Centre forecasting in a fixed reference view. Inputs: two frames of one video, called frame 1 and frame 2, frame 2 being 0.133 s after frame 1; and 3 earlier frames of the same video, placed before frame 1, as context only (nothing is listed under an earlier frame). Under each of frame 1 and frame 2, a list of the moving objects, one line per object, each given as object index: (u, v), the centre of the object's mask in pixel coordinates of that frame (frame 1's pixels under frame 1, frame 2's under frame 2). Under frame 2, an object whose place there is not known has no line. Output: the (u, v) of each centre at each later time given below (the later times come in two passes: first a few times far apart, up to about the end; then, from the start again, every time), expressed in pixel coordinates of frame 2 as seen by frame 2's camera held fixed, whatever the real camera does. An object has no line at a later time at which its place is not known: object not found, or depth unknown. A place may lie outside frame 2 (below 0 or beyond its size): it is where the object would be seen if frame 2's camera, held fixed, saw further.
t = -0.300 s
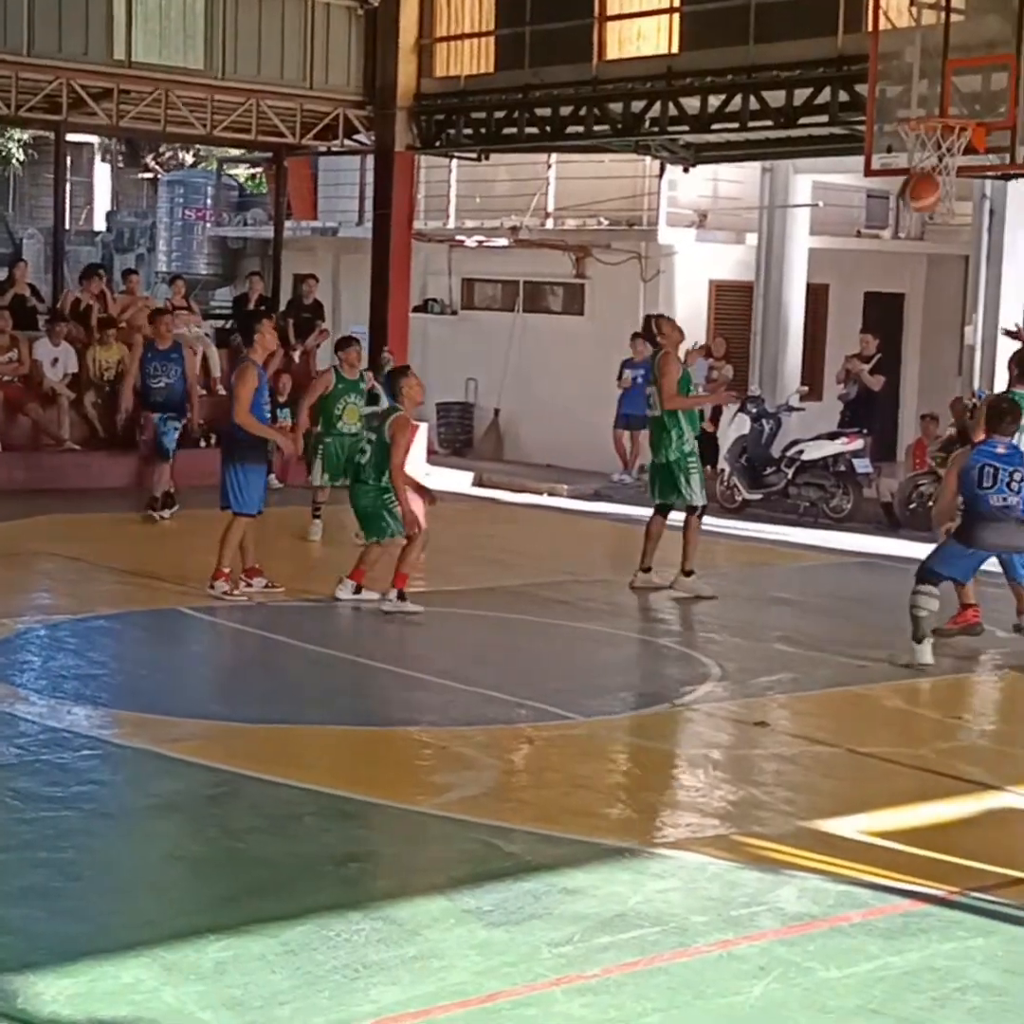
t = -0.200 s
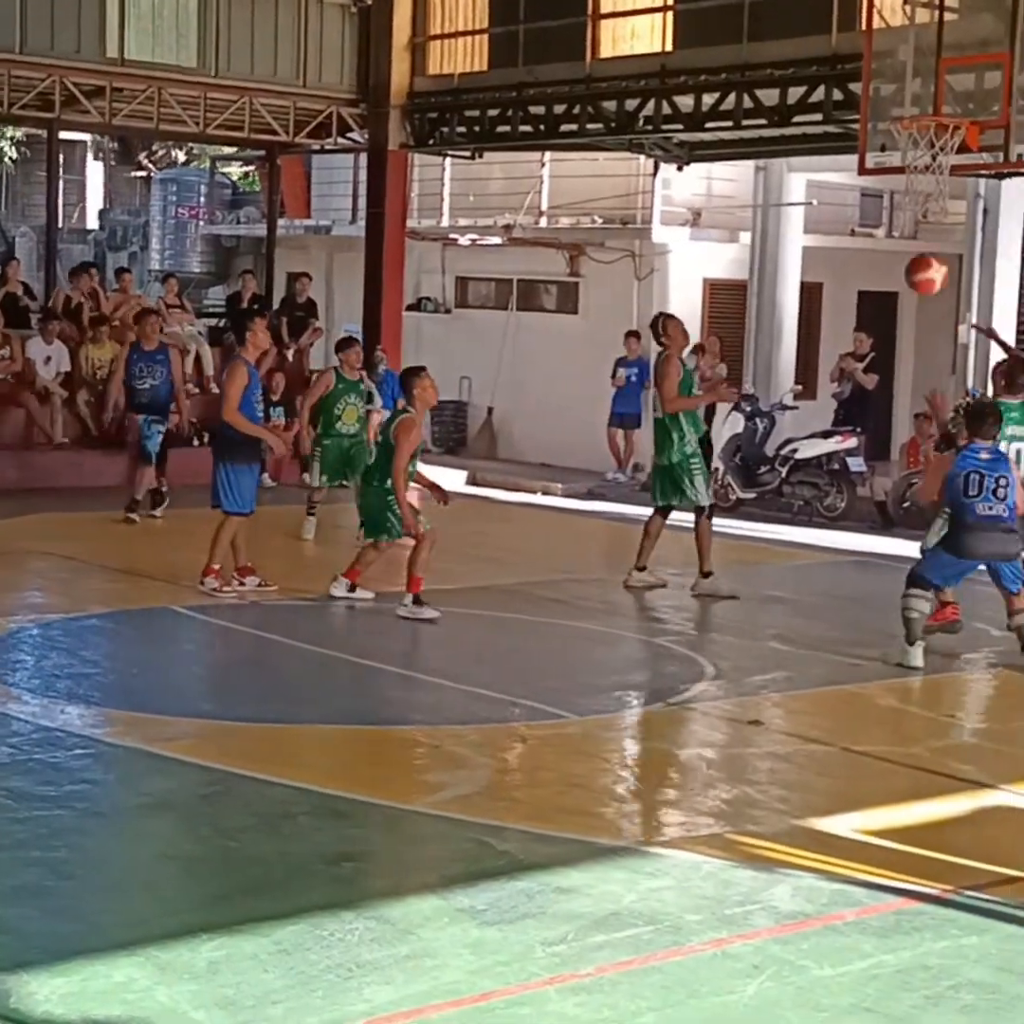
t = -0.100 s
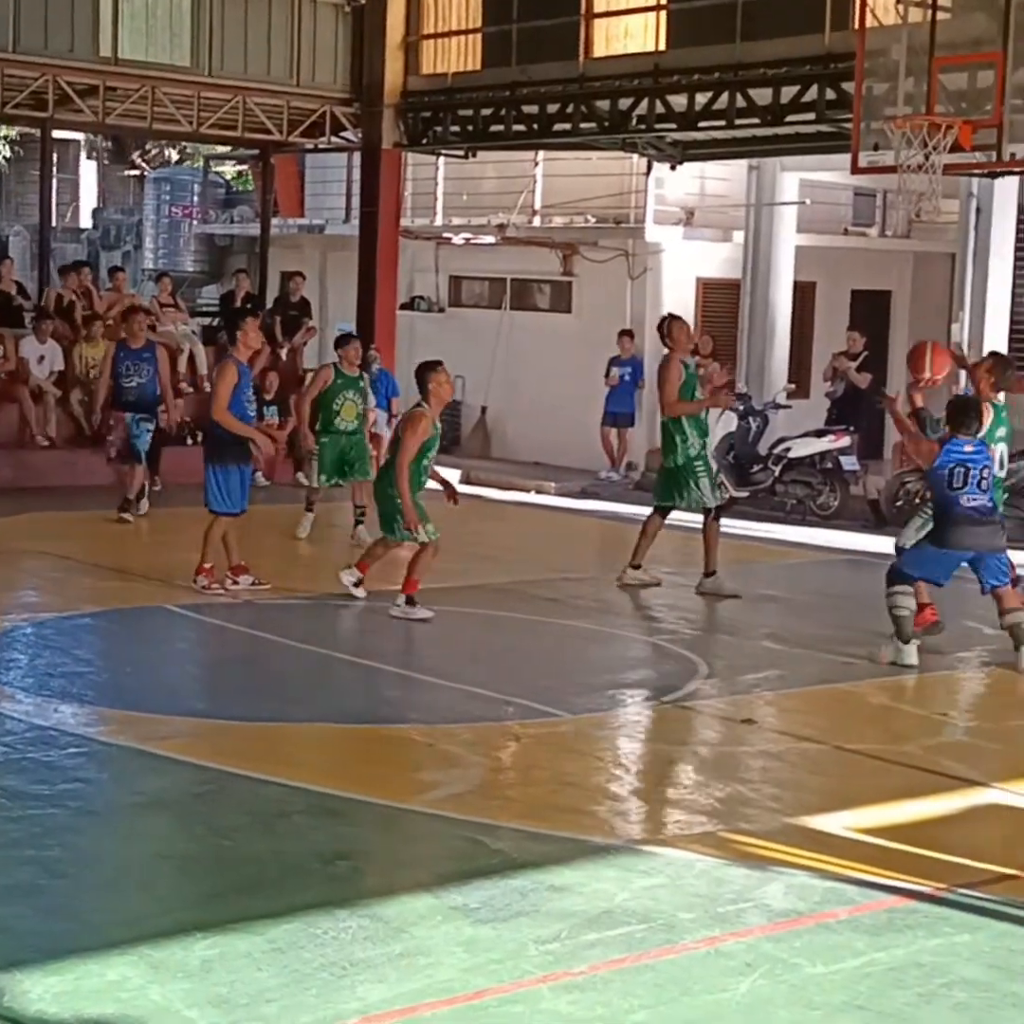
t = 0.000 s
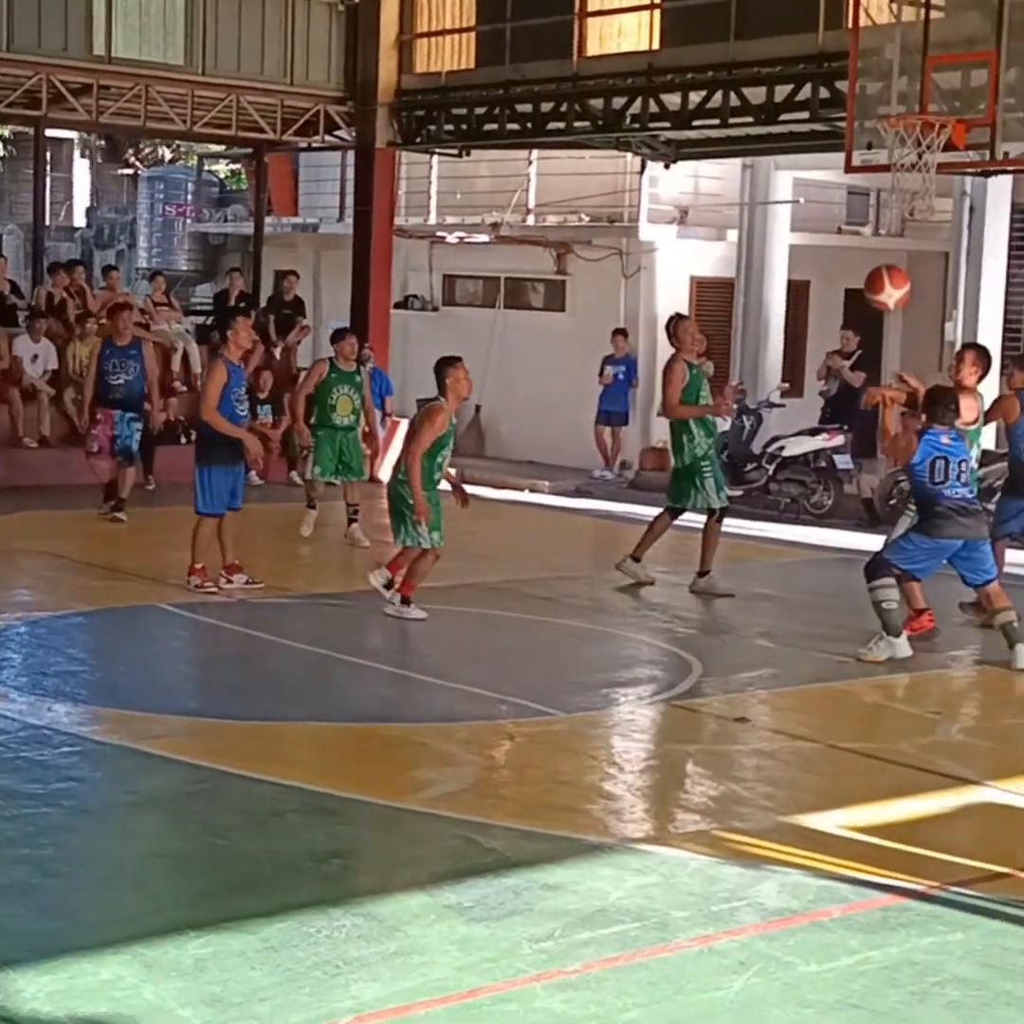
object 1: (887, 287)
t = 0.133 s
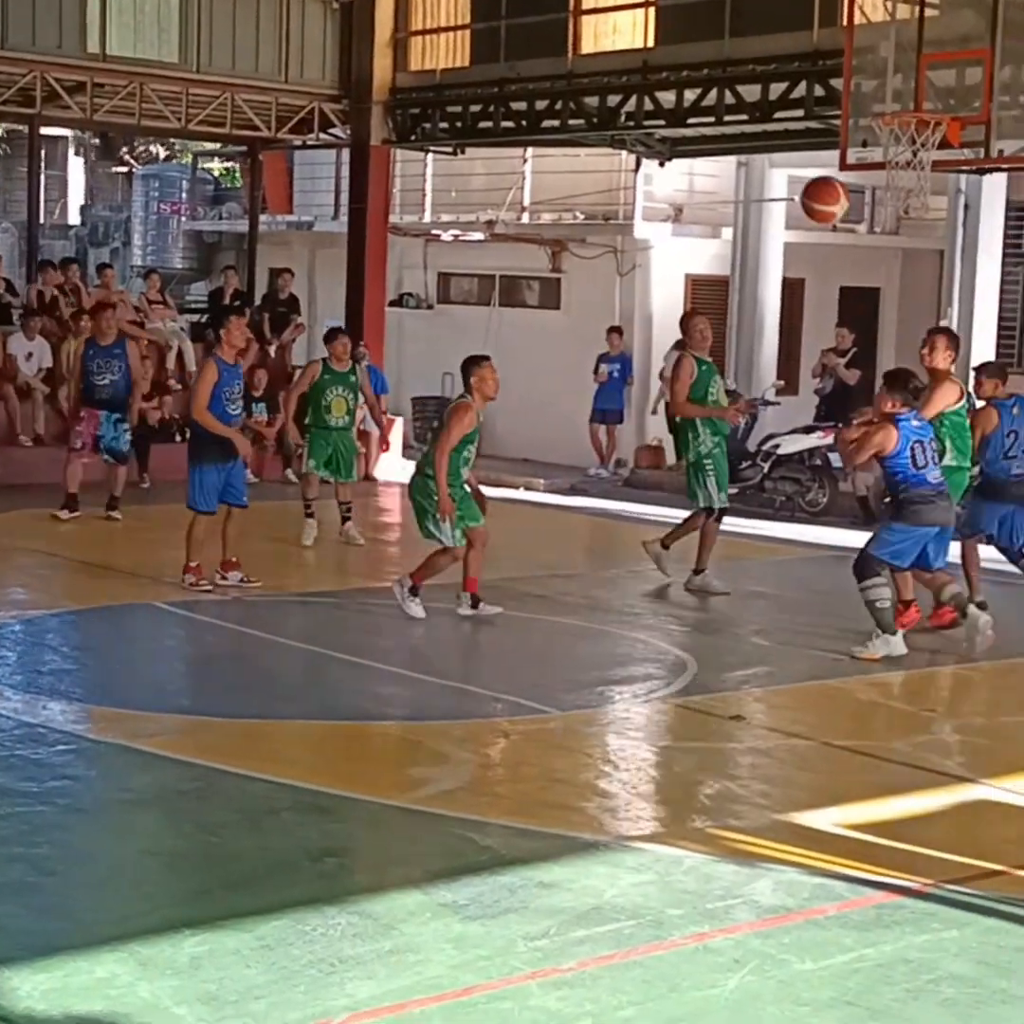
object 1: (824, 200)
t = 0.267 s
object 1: (760, 140)
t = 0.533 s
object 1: (602, 126)
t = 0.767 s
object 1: (424, 268)
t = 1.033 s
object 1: (162, 683)
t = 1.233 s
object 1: (28, 621)
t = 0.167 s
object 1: (808, 181)
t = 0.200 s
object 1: (793, 167)
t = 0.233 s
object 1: (777, 152)
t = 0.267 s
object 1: (760, 140)
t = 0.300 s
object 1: (742, 130)
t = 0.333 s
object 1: (725, 121)
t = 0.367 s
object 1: (706, 117)
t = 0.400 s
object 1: (687, 113)
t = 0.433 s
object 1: (667, 112)
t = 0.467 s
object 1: (645, 114)
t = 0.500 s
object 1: (625, 119)
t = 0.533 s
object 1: (602, 126)
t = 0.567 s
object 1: (578, 136)
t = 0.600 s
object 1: (554, 149)
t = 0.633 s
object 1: (529, 166)
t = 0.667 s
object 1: (503, 186)
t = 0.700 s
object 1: (478, 209)
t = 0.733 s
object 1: (451, 237)
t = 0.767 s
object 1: (424, 268)
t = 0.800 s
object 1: (397, 303)
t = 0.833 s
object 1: (367, 343)
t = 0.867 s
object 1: (335, 388)
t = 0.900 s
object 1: (305, 437)
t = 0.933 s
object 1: (271, 490)
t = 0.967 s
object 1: (236, 549)
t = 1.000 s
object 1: (199, 614)
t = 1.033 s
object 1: (162, 683)
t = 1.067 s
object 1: (123, 758)
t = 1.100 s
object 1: (83, 835)
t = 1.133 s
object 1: (70, 781)
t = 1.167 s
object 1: (57, 726)
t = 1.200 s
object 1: (43, 672)
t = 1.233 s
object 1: (28, 621)
